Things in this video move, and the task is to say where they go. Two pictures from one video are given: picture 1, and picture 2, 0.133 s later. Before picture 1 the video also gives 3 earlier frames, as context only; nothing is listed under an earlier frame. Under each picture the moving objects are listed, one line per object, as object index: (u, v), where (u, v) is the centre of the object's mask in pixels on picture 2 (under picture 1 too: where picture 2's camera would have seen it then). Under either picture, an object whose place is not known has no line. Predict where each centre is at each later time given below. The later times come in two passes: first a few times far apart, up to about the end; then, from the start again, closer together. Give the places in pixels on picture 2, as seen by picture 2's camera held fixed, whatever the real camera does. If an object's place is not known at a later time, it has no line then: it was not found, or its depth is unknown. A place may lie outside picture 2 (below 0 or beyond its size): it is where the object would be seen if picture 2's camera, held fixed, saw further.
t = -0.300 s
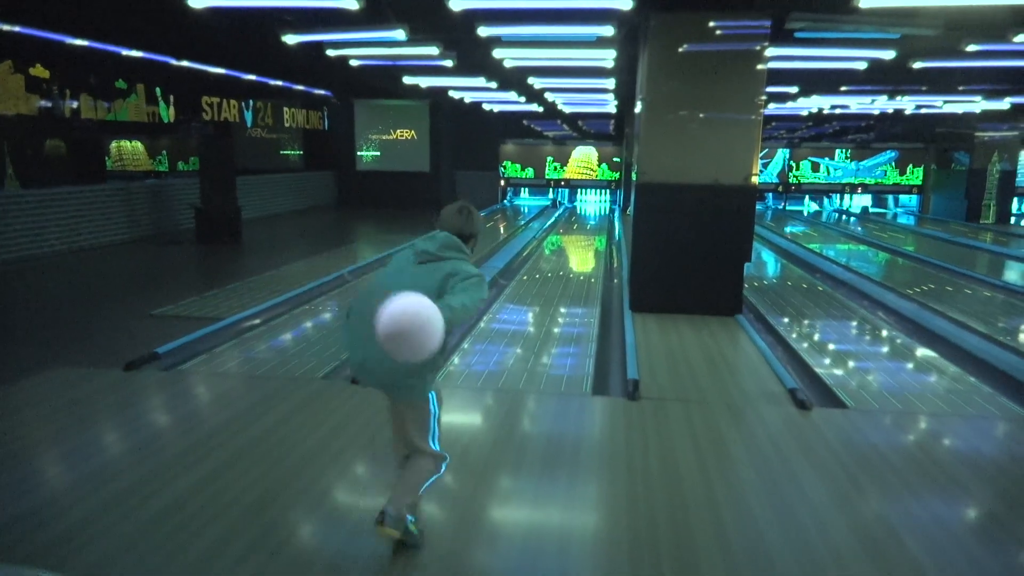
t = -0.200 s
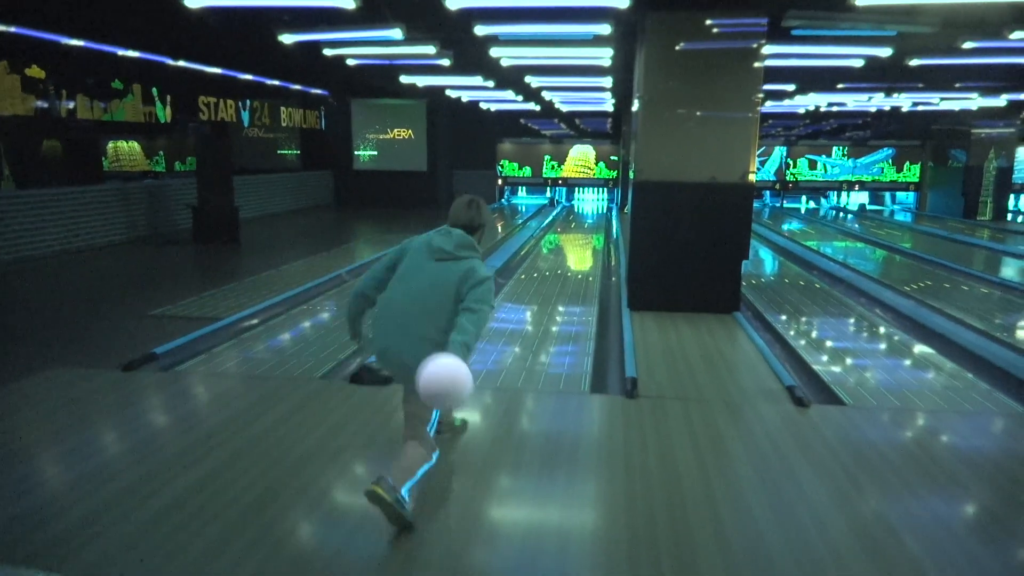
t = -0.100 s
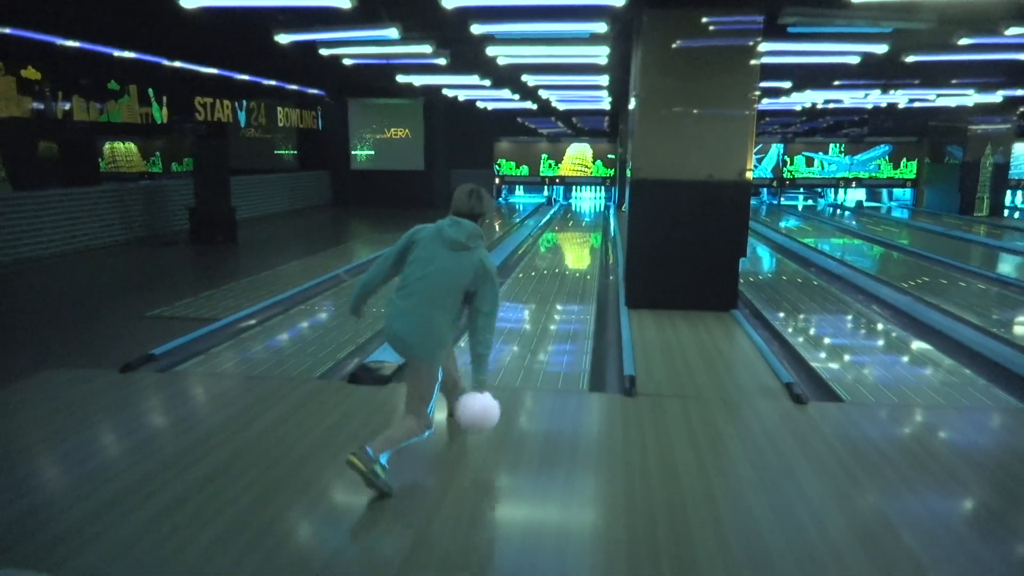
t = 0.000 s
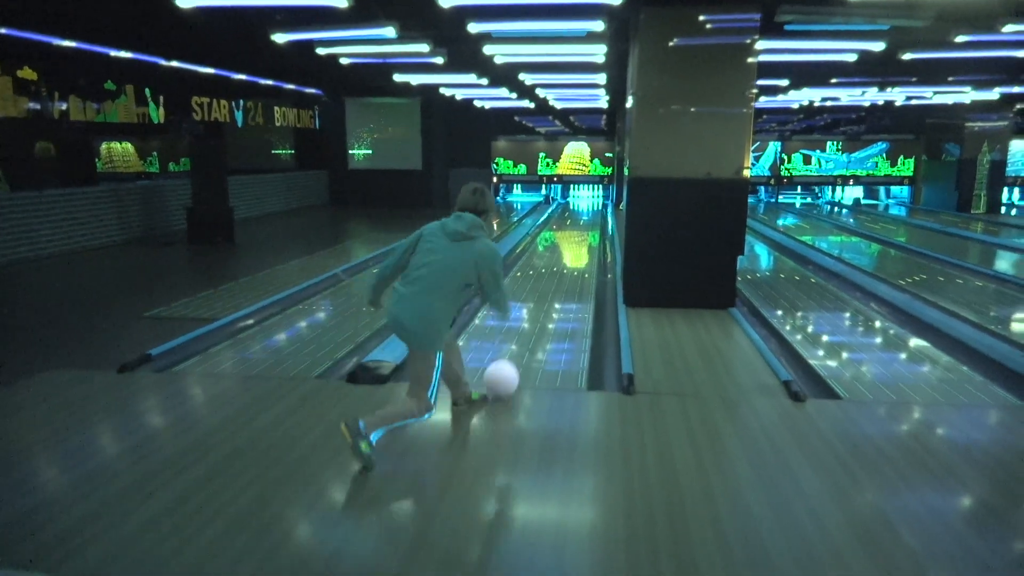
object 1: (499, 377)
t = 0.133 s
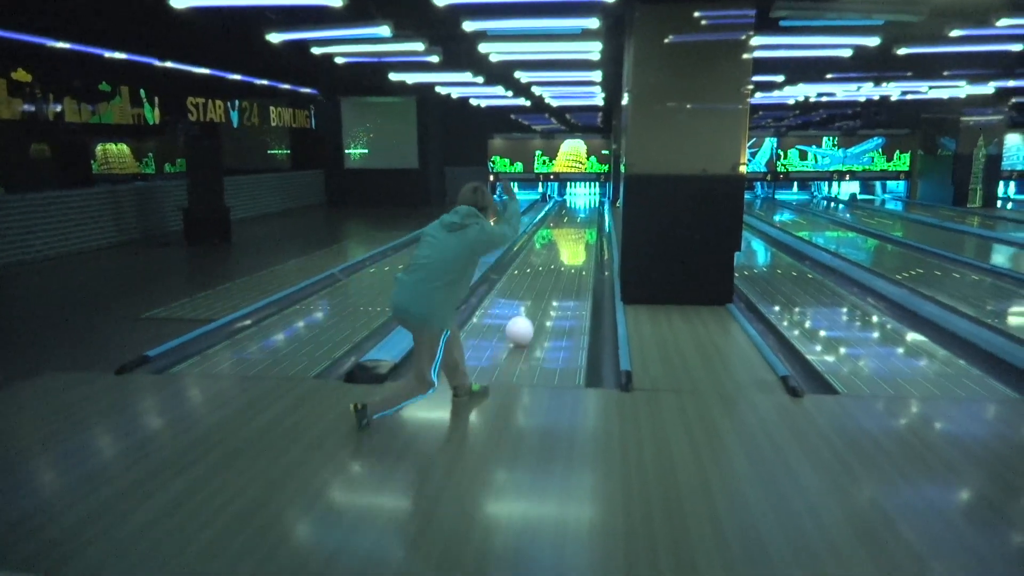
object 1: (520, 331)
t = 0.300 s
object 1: (535, 294)
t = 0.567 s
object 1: (550, 258)
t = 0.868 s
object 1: (560, 235)
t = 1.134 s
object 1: (565, 221)
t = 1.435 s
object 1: (569, 211)
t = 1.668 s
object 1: (571, 205)
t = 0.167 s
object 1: (524, 322)
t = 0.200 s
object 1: (527, 314)
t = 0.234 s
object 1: (530, 307)
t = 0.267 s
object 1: (533, 300)
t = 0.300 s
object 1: (535, 294)
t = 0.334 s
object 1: (538, 288)
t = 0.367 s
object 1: (540, 282)
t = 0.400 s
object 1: (542, 278)
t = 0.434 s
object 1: (544, 273)
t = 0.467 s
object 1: (545, 269)
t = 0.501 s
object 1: (547, 265)
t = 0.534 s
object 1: (549, 262)
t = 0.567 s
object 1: (550, 258)
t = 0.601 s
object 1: (552, 255)
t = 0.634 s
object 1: (553, 252)
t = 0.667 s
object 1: (554, 250)
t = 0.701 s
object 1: (555, 247)
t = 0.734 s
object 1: (556, 244)
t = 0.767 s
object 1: (557, 241)
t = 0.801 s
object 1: (558, 239)
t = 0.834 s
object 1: (559, 237)
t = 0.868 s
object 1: (560, 235)
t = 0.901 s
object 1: (561, 233)
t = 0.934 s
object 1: (561, 231)
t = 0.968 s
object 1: (562, 229)
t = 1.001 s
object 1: (563, 227)
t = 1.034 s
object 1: (563, 225)
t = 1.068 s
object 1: (564, 224)
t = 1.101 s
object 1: (565, 222)
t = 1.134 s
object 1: (565, 221)
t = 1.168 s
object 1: (566, 219)
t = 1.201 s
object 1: (566, 218)
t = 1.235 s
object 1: (567, 216)
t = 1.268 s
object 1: (567, 215)
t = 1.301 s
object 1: (568, 214)
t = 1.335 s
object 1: (568, 213)
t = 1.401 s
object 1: (569, 211)
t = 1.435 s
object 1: (569, 211)
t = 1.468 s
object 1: (570, 210)
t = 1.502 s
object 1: (570, 208)
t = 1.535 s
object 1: (570, 208)
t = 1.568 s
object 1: (571, 207)
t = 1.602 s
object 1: (571, 206)
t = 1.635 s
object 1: (571, 205)
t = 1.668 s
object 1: (571, 205)
